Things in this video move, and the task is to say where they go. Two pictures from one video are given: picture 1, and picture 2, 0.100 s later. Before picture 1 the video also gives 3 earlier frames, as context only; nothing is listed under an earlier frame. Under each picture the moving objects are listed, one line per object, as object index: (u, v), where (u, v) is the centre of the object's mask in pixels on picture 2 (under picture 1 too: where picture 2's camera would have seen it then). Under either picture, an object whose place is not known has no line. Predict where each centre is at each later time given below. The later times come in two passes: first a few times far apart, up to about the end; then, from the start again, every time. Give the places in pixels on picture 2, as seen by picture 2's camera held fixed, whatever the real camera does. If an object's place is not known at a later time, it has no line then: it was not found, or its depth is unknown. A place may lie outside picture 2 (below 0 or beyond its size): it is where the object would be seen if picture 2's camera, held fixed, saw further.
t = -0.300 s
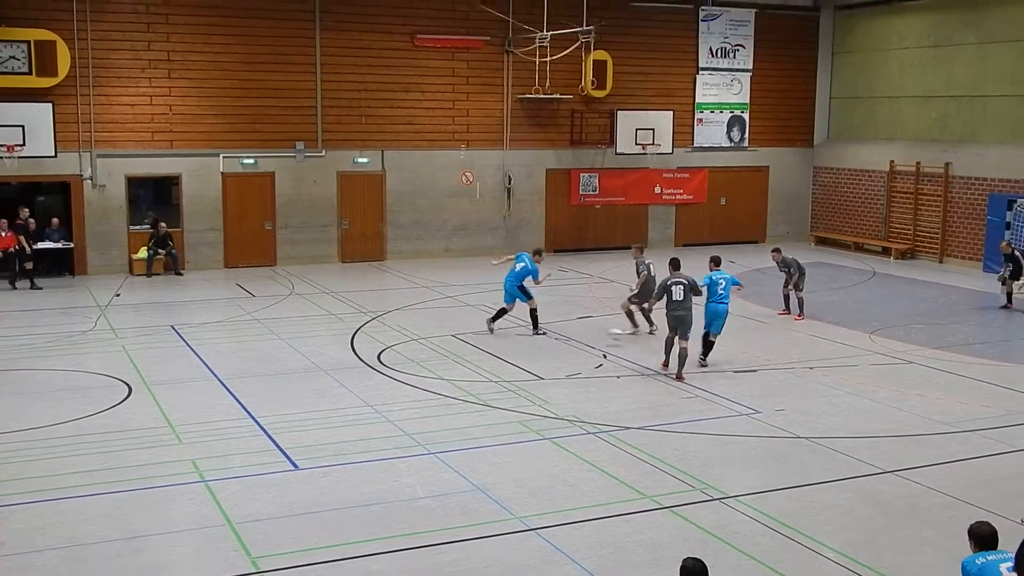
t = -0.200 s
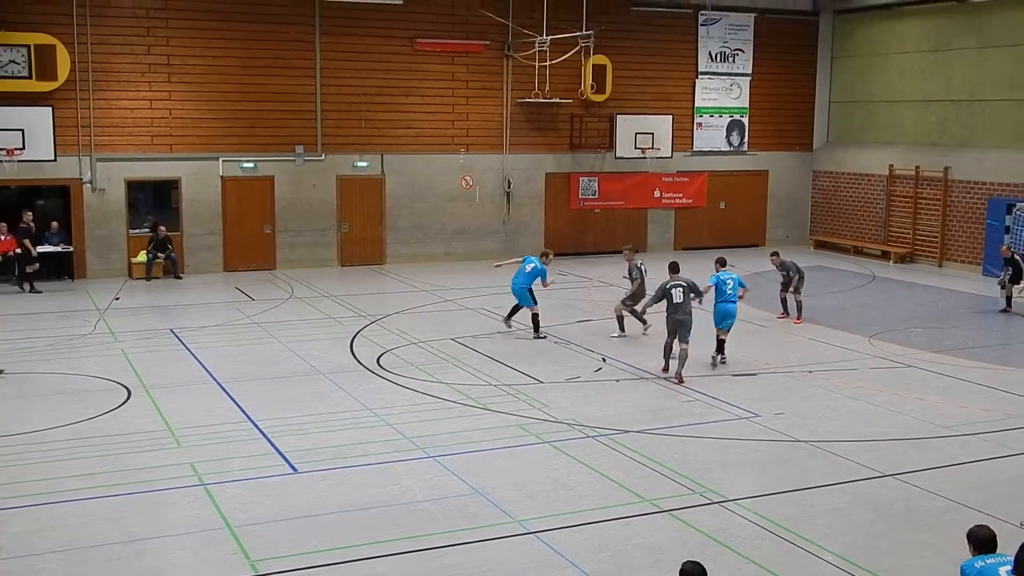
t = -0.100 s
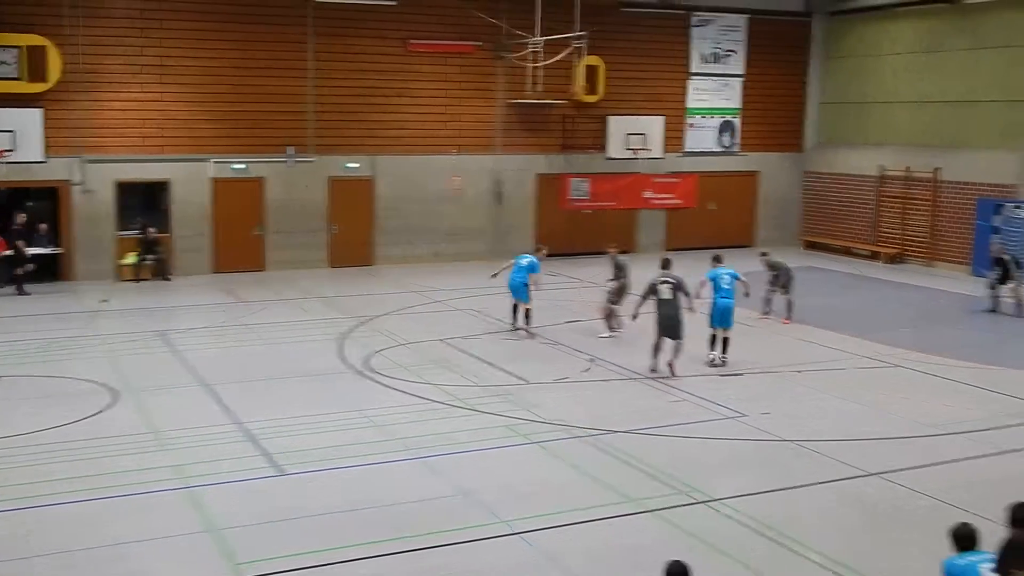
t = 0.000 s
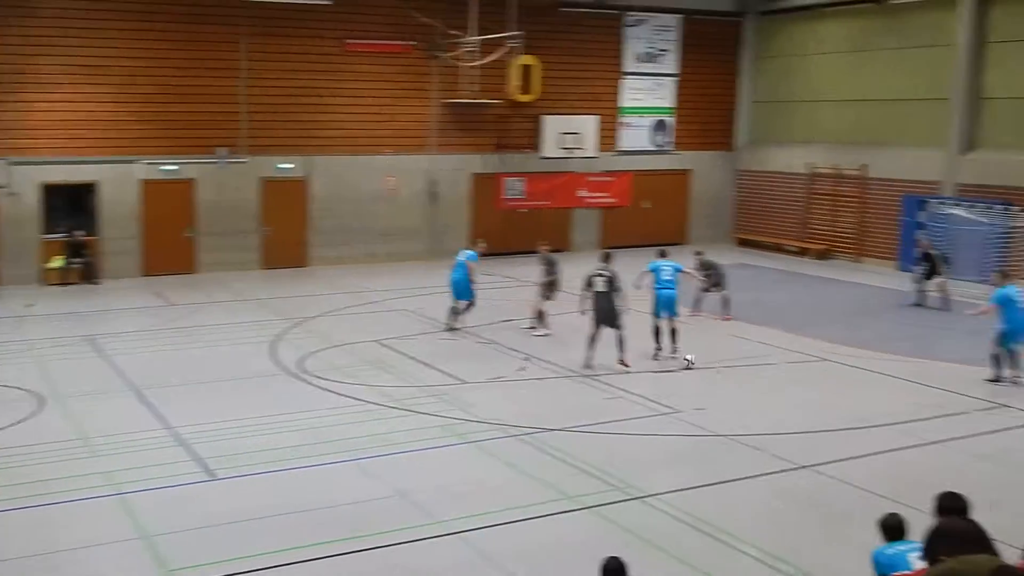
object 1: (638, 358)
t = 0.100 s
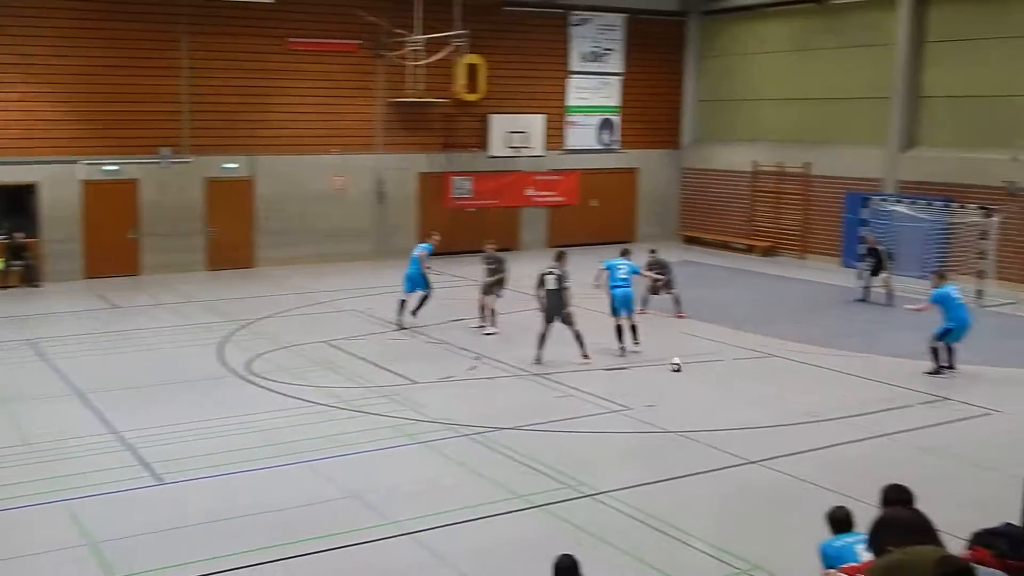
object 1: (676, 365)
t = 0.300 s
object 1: (751, 372)
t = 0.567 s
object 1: (842, 383)
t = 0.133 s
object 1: (689, 366)
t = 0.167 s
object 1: (701, 367)
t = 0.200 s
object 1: (714, 369)
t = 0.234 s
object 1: (726, 370)
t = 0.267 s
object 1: (739, 371)
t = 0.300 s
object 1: (751, 372)
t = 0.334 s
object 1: (763, 374)
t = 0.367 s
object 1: (774, 376)
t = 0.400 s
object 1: (786, 377)
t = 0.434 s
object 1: (798, 378)
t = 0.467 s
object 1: (809, 379)
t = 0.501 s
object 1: (820, 380)
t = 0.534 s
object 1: (831, 382)
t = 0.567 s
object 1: (842, 383)
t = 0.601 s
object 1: (853, 384)
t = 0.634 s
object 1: (865, 385)
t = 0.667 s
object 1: (876, 387)
